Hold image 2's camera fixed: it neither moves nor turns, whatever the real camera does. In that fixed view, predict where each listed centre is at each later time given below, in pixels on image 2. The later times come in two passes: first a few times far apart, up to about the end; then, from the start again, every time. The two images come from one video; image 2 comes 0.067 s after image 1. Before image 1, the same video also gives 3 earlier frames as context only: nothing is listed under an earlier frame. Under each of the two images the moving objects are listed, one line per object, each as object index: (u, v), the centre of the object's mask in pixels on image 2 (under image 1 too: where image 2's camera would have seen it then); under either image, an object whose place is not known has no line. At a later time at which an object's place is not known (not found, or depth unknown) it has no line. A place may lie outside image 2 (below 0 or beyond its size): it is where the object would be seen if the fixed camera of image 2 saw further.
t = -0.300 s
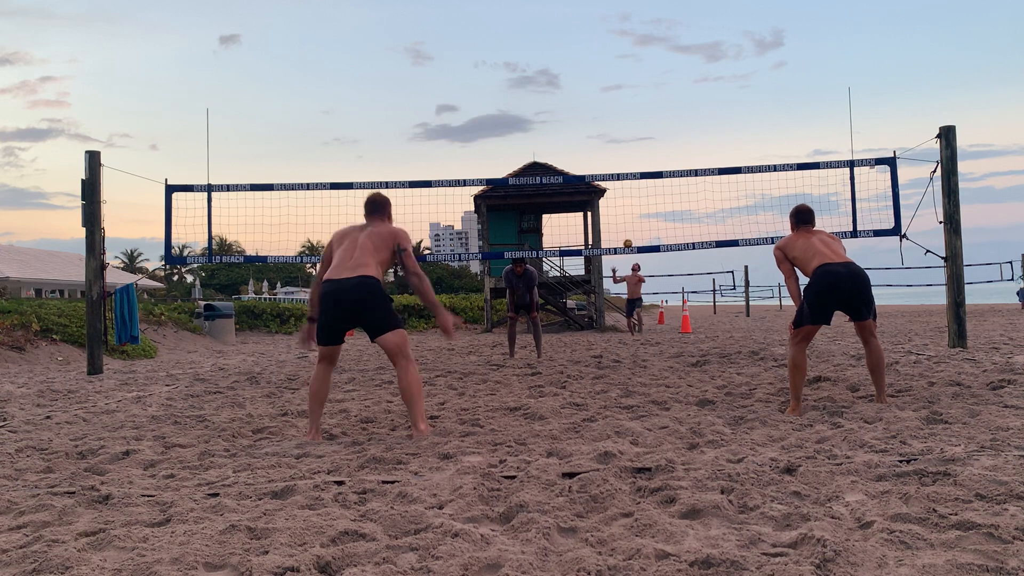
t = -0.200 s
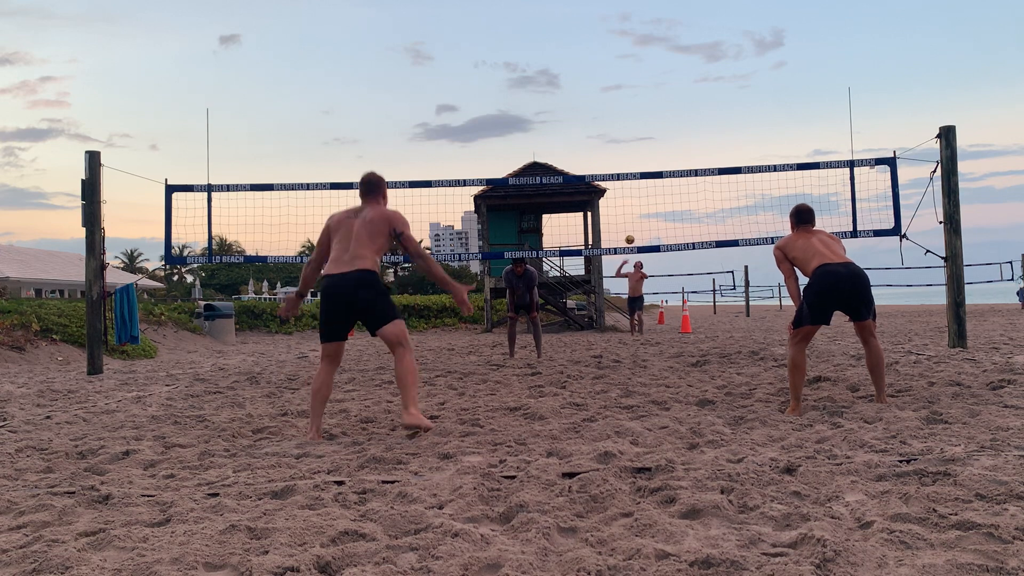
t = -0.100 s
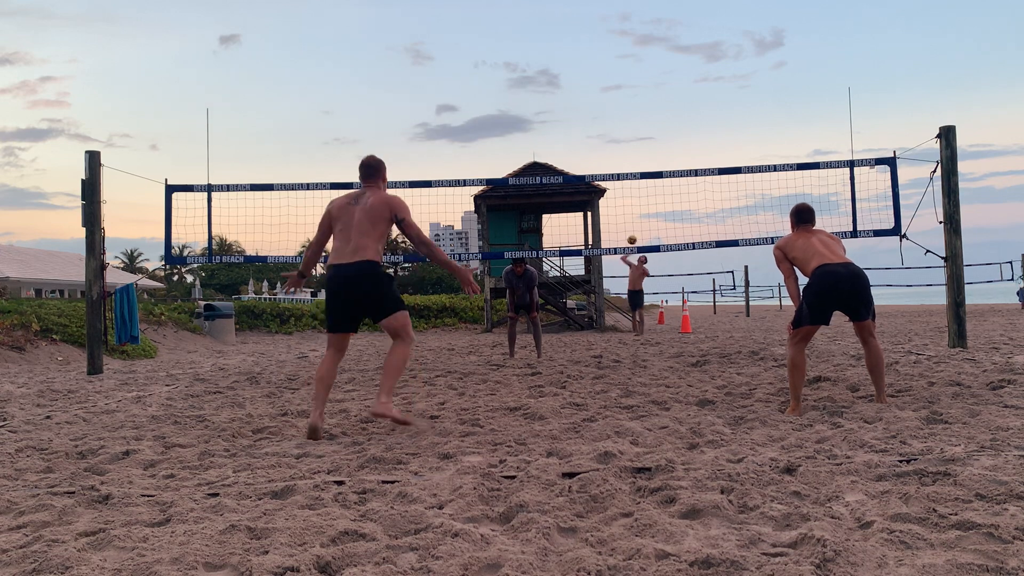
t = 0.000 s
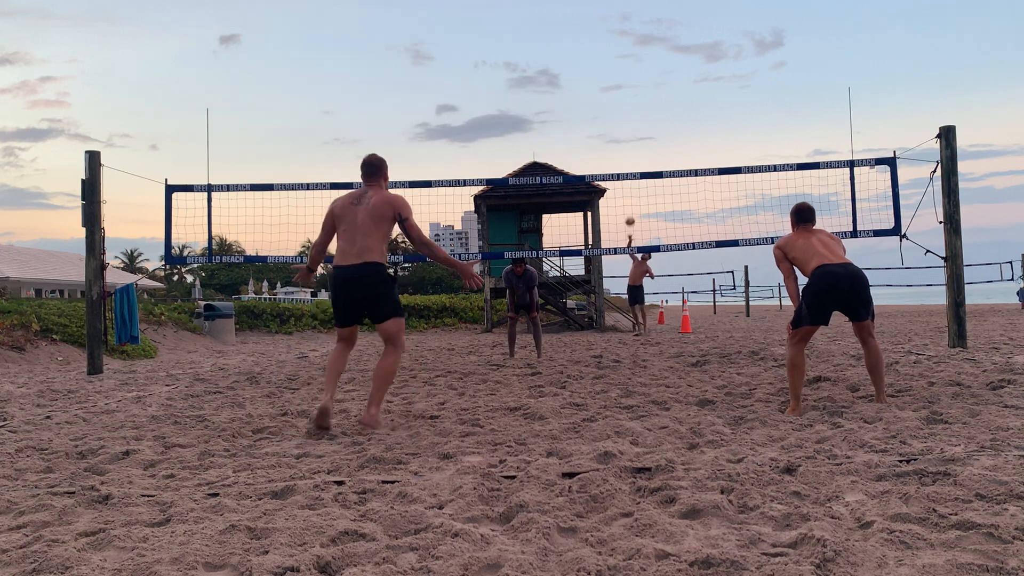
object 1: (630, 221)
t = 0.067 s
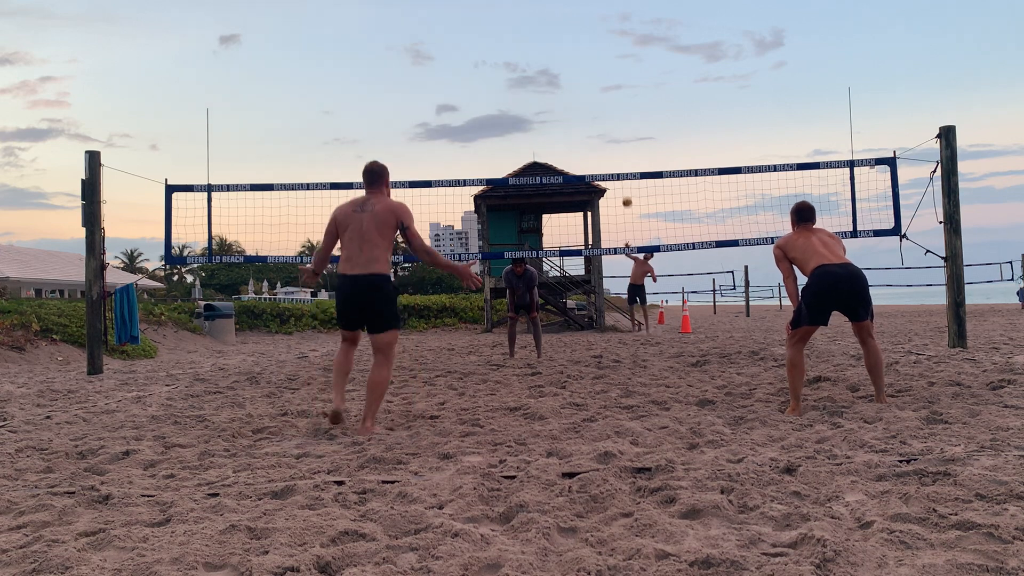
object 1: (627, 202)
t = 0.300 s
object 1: (616, 141)
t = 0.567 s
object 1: (598, 96)
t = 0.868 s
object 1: (564, 103)
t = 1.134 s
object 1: (517, 186)
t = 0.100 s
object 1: (625, 192)
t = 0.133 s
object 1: (624, 184)
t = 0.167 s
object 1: (622, 171)
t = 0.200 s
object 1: (621, 165)
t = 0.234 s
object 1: (619, 157)
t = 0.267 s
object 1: (618, 149)
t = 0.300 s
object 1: (616, 141)
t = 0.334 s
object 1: (615, 134)
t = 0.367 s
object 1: (613, 127)
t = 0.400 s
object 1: (611, 120)
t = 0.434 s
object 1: (609, 114)
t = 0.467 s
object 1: (606, 109)
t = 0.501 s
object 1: (604, 104)
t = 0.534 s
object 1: (601, 100)
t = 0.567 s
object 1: (598, 96)
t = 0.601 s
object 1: (595, 93)
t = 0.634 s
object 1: (592, 91)
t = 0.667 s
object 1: (589, 90)
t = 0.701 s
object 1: (585, 90)
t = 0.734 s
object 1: (582, 91)
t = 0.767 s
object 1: (578, 92)
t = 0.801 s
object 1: (574, 94)
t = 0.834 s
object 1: (569, 98)
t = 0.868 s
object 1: (564, 103)
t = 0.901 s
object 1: (559, 109)
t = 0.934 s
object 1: (554, 116)
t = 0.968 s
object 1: (549, 124)
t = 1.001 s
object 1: (543, 134)
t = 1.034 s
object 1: (537, 144)
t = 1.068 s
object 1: (531, 156)
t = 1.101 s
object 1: (525, 169)
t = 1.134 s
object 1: (517, 186)
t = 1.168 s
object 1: (510, 203)
